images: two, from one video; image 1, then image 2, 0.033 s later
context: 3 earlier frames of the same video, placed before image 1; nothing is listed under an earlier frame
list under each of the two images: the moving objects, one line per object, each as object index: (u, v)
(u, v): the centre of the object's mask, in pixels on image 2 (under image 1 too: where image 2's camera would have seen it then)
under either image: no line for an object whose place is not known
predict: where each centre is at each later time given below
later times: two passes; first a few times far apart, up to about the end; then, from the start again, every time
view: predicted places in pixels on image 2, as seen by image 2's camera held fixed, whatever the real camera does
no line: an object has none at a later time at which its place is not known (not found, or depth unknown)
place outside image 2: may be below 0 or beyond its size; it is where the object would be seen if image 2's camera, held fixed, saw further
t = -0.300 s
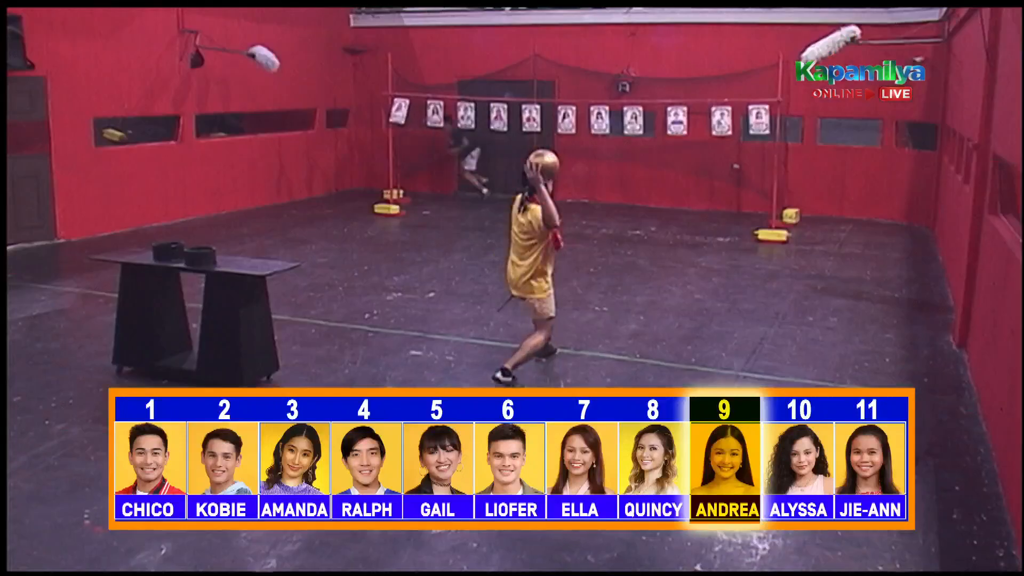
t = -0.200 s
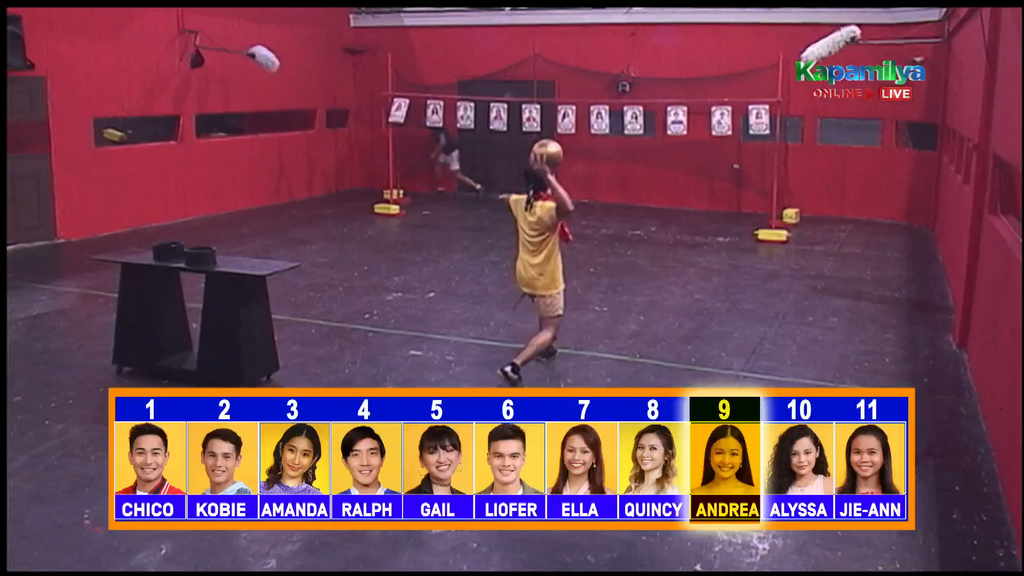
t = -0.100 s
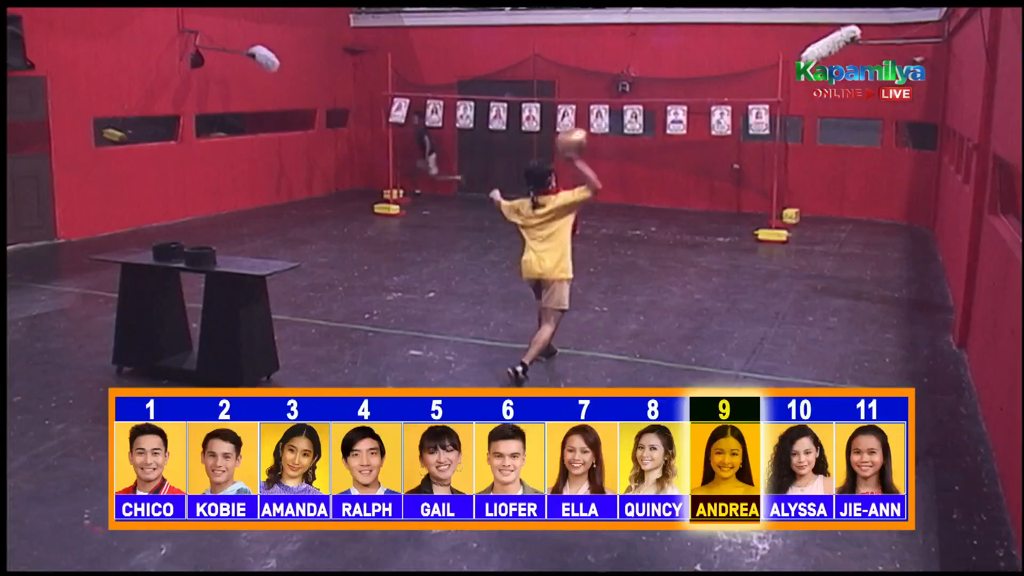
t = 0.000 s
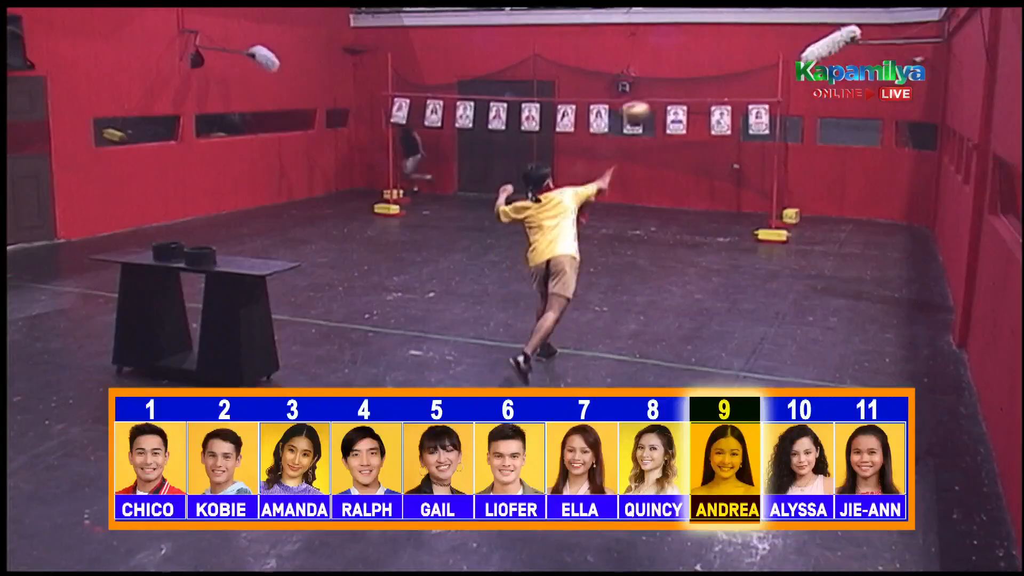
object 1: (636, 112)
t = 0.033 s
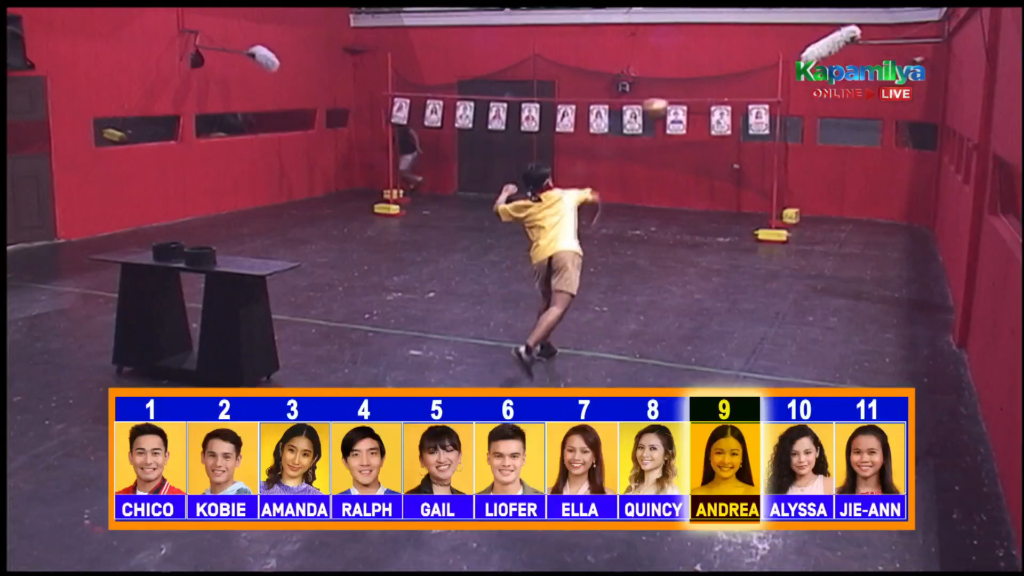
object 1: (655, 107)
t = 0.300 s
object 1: (753, 127)
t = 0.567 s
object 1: (740, 235)
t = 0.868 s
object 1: (696, 157)
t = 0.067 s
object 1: (672, 106)
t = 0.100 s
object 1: (689, 106)
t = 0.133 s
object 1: (702, 106)
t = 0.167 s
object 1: (714, 109)
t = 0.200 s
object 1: (726, 112)
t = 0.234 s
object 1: (736, 116)
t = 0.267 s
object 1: (745, 121)
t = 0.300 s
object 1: (753, 127)
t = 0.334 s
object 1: (761, 134)
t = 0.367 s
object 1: (768, 141)
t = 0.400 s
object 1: (773, 147)
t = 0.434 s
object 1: (769, 161)
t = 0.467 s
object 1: (762, 176)
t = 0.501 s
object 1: (755, 194)
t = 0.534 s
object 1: (748, 214)
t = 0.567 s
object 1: (740, 235)
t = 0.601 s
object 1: (734, 253)
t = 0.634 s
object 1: (730, 236)
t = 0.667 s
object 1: (726, 221)
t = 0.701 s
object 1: (722, 209)
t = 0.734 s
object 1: (717, 199)
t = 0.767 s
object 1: (712, 187)
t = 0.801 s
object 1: (707, 176)
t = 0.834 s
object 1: (702, 166)
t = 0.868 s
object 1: (696, 157)
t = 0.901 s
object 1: (690, 148)
